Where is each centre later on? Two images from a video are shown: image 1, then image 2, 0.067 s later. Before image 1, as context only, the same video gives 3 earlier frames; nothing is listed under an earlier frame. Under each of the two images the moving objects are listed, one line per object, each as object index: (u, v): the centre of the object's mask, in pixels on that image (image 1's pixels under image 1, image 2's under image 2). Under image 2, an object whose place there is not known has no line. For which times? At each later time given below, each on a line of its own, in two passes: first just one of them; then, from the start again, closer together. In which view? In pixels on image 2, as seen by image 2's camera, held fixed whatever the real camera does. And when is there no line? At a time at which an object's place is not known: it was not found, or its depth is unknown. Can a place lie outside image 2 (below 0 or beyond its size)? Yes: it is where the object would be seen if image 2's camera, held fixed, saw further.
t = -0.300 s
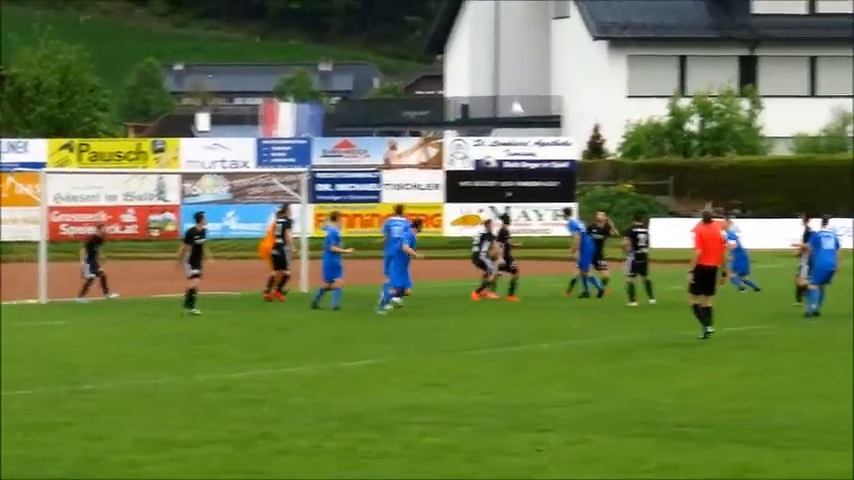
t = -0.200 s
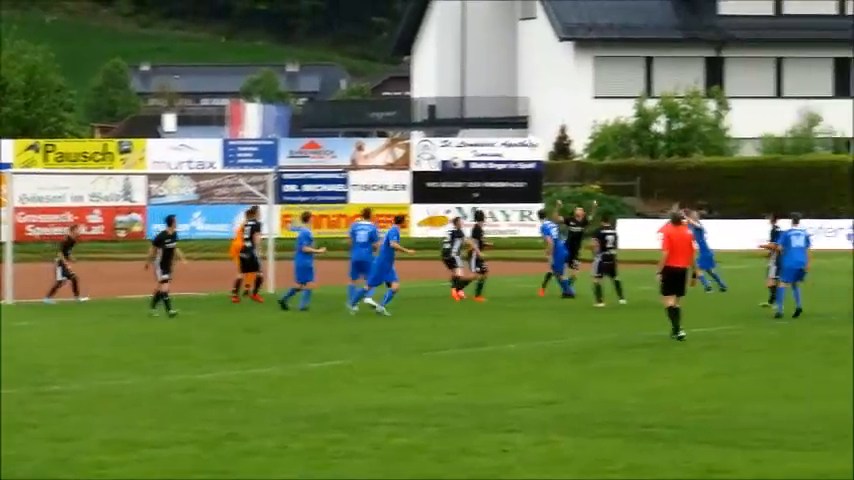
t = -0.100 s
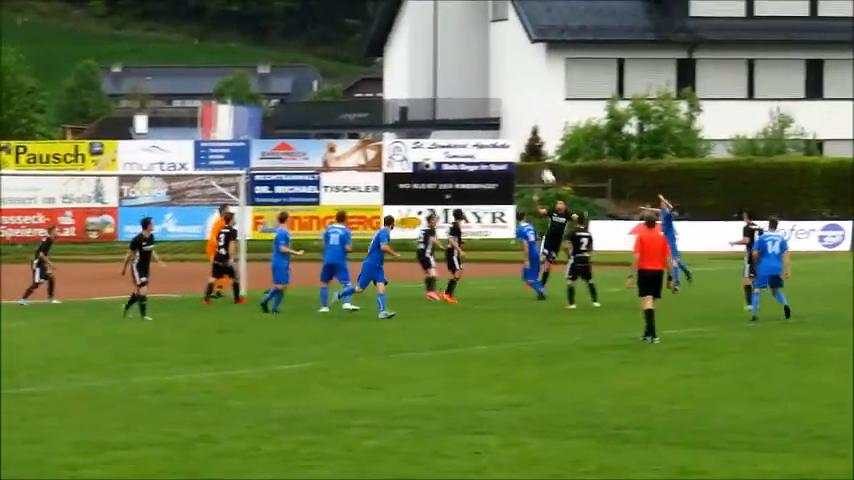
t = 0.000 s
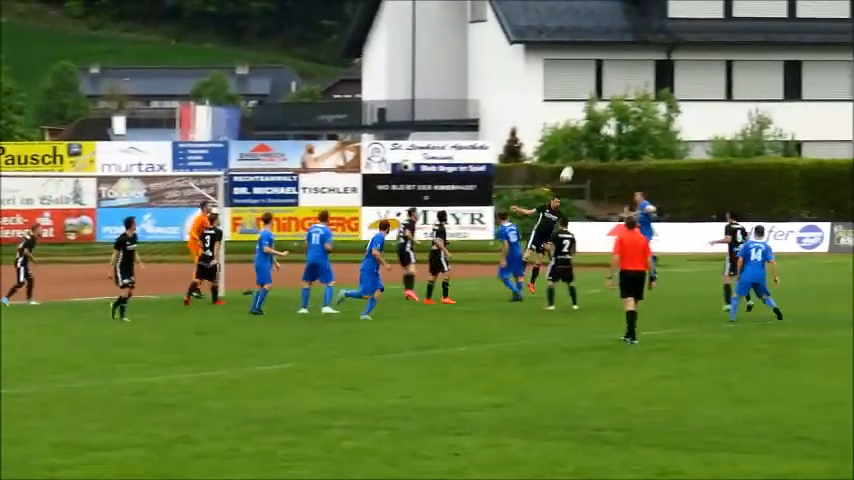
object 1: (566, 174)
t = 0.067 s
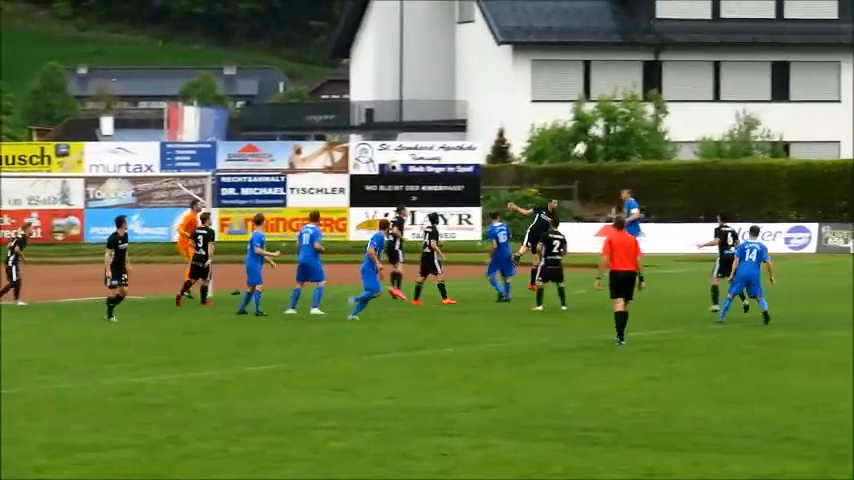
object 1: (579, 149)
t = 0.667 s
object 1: (830, 17)
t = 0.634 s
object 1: (814, 20)
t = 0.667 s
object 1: (830, 17)
